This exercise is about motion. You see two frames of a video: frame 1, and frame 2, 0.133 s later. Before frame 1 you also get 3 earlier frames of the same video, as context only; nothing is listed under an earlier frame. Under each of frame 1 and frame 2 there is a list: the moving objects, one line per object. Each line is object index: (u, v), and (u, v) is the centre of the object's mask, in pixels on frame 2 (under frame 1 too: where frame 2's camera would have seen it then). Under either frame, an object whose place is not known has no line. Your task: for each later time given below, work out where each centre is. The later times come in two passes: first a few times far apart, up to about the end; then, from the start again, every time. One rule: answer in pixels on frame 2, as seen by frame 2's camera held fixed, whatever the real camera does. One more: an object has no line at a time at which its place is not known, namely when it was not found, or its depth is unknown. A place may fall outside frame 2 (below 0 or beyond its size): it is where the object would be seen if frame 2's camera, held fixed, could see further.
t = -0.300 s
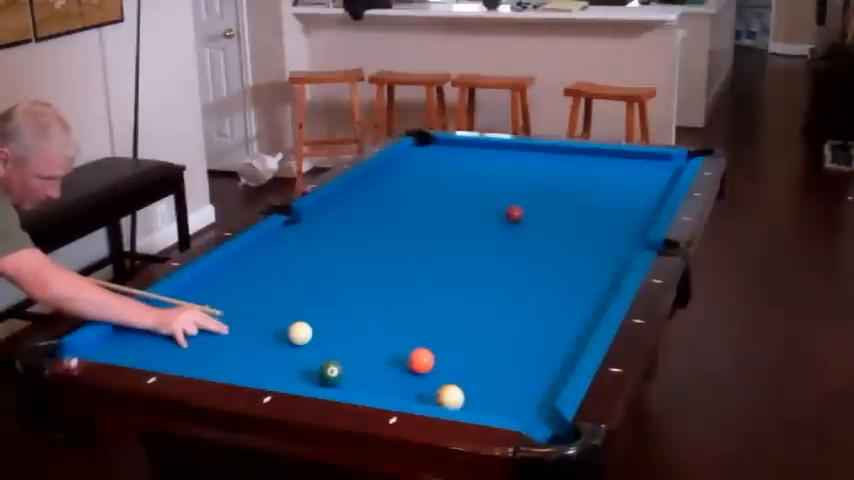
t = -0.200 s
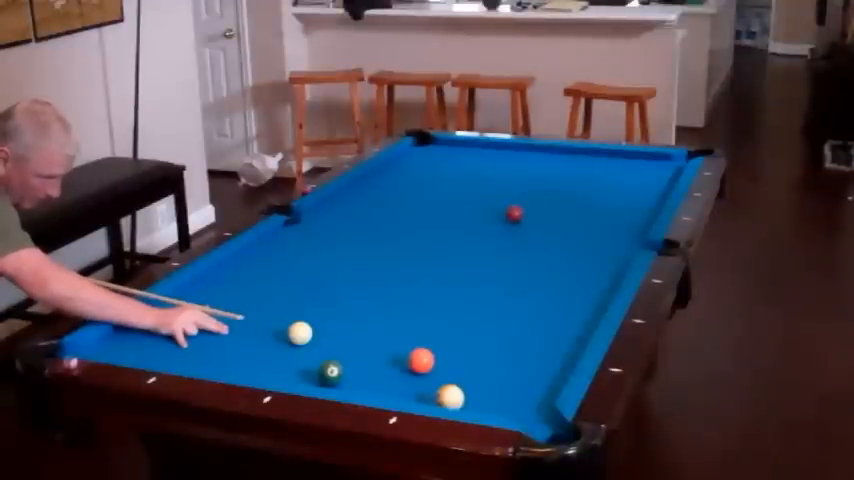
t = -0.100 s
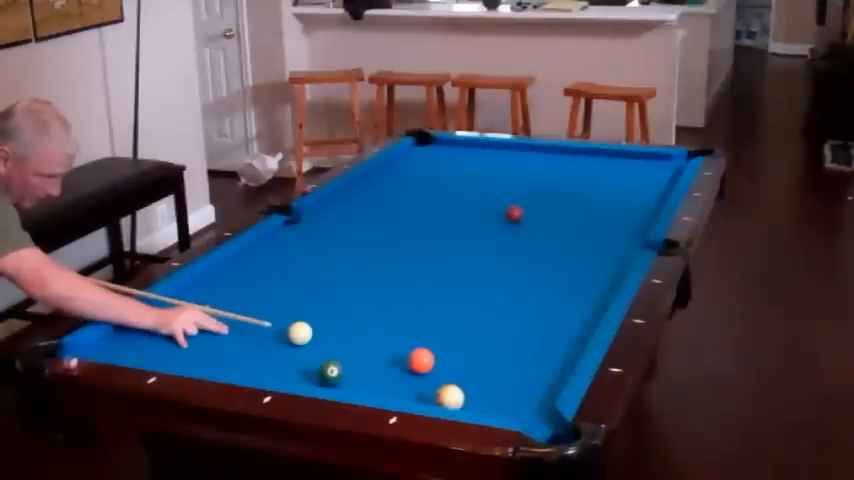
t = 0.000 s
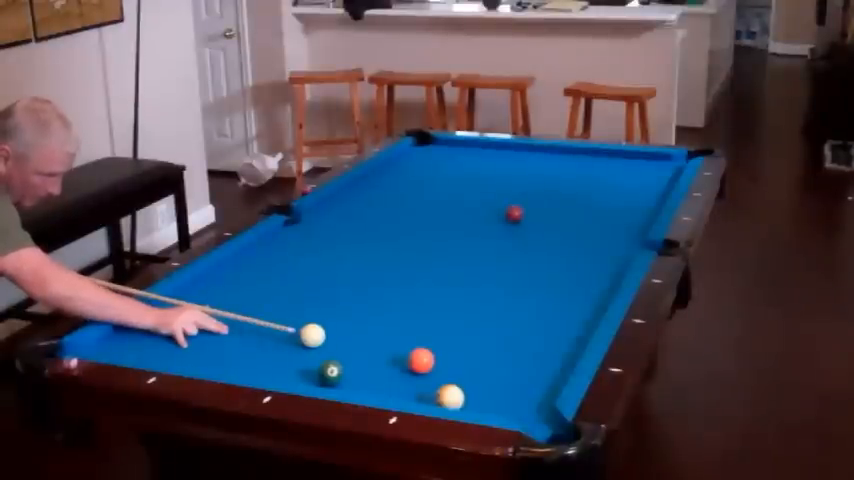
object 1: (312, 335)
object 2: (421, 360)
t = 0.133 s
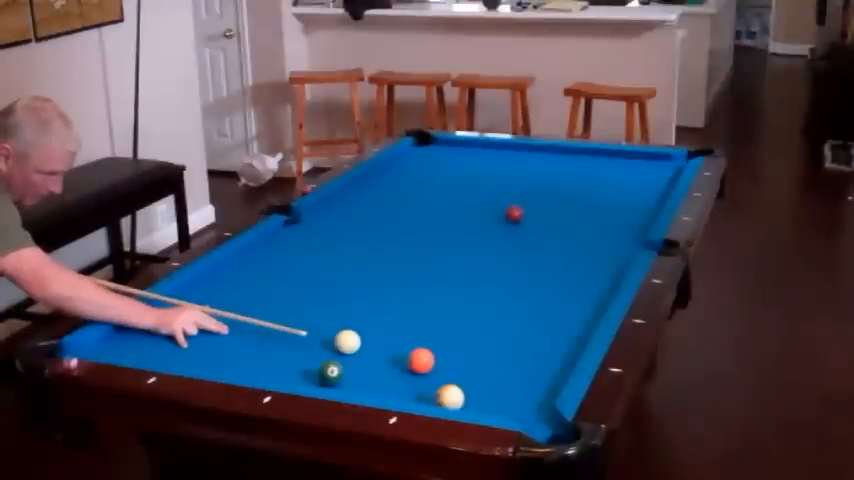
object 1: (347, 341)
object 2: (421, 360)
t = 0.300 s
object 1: (391, 349)
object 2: (421, 360)
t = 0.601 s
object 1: (435, 348)
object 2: (451, 373)
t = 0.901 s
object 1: (471, 345)
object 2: (486, 391)
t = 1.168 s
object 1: (500, 342)
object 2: (518, 406)
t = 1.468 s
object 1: (529, 340)
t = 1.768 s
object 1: (556, 338)
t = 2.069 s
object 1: (579, 336)
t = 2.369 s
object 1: (572, 333)
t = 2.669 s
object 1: (566, 330)
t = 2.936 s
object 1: (563, 329)
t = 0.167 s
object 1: (356, 343)
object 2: (421, 360)
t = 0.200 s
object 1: (365, 345)
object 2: (421, 360)
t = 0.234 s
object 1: (373, 346)
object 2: (421, 360)
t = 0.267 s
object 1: (382, 348)
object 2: (421, 360)
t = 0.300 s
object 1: (391, 349)
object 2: (421, 360)
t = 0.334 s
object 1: (399, 351)
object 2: (421, 360)
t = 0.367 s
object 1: (405, 351)
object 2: (423, 361)
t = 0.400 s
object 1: (410, 350)
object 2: (428, 364)
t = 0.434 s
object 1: (414, 350)
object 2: (432, 366)
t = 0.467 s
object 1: (419, 350)
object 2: (436, 368)
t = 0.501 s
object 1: (423, 349)
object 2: (440, 369)
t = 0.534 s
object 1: (427, 349)
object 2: (444, 371)
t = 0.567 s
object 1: (431, 349)
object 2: (447, 372)
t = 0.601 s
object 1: (435, 348)
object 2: (451, 373)
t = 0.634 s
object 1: (439, 348)
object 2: (455, 375)
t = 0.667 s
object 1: (444, 348)
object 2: (459, 376)
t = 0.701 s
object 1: (448, 347)
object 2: (464, 378)
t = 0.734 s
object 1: (452, 346)
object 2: (468, 381)
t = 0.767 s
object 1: (456, 346)
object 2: (471, 383)
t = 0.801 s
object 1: (459, 346)
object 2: (475, 385)
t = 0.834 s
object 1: (463, 346)
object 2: (478, 387)
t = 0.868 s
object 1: (467, 345)
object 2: (482, 389)
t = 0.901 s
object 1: (471, 345)
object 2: (486, 391)
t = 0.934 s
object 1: (475, 344)
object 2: (490, 393)
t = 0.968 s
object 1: (478, 344)
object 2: (494, 395)
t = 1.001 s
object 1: (482, 344)
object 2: (498, 397)
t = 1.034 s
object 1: (486, 344)
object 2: (502, 399)
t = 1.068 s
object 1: (489, 343)
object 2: (506, 400)
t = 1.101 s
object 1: (493, 343)
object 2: (510, 402)
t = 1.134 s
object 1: (497, 343)
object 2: (514, 404)
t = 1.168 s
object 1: (500, 342)
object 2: (518, 406)
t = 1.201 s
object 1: (503, 342)
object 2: (521, 407)
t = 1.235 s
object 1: (507, 342)
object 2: (525, 409)
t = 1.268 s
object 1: (510, 341)
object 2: (529, 411)
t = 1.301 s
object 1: (513, 341)
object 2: (533, 413)
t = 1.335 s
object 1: (517, 341)
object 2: (537, 415)
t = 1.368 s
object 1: (520, 340)
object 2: (541, 416)
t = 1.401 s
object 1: (523, 340)
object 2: (546, 419)
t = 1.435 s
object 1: (526, 340)
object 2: (549, 423)
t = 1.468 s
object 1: (529, 340)
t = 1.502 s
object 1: (532, 339)
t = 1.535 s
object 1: (536, 339)
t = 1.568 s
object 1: (539, 339)
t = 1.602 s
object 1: (541, 339)
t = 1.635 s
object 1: (544, 339)
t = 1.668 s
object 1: (547, 338)
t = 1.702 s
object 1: (550, 338)
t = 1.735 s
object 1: (553, 338)
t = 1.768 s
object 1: (556, 338)
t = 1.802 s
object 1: (559, 338)
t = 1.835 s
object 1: (562, 337)
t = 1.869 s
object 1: (565, 338)
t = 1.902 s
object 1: (567, 337)
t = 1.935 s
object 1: (570, 337)
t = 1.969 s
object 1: (572, 337)
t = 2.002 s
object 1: (575, 336)
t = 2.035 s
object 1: (577, 336)
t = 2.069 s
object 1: (579, 336)
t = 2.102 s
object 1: (579, 336)
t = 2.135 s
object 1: (578, 335)
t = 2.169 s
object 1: (577, 335)
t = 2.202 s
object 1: (576, 335)
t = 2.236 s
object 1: (575, 334)
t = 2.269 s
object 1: (575, 334)
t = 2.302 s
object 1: (574, 334)
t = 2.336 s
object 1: (573, 333)
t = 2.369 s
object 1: (572, 333)
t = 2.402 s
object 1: (571, 332)
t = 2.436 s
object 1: (570, 332)
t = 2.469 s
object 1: (570, 332)
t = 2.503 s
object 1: (569, 332)
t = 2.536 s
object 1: (568, 332)
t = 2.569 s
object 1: (567, 331)
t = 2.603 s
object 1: (567, 331)
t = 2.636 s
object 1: (566, 331)
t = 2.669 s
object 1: (566, 330)
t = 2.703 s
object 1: (565, 330)
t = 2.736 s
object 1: (565, 330)
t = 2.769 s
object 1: (564, 330)
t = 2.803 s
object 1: (564, 330)
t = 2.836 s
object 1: (564, 329)
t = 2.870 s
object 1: (563, 329)
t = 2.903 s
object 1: (563, 329)
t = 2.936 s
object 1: (563, 329)
